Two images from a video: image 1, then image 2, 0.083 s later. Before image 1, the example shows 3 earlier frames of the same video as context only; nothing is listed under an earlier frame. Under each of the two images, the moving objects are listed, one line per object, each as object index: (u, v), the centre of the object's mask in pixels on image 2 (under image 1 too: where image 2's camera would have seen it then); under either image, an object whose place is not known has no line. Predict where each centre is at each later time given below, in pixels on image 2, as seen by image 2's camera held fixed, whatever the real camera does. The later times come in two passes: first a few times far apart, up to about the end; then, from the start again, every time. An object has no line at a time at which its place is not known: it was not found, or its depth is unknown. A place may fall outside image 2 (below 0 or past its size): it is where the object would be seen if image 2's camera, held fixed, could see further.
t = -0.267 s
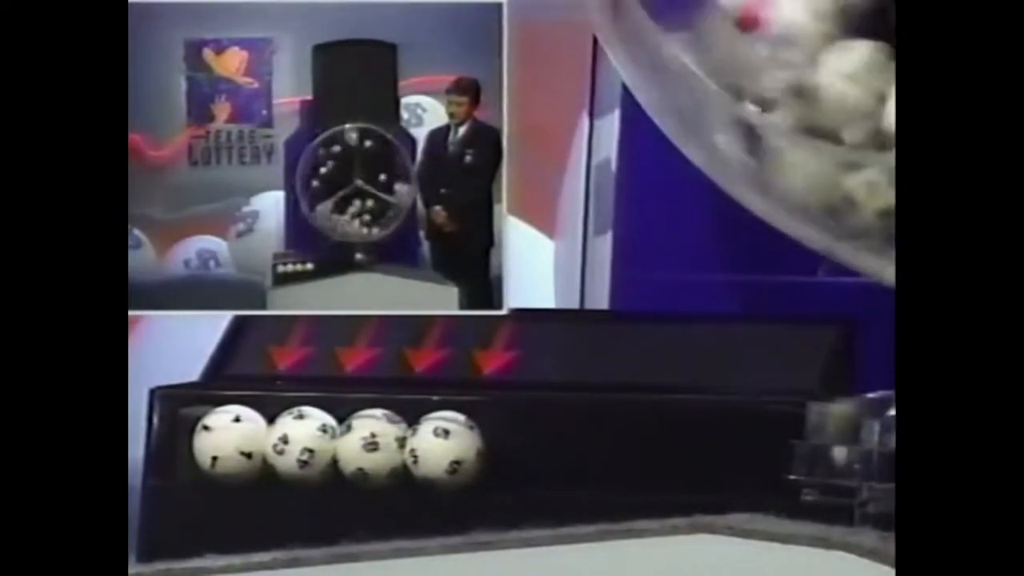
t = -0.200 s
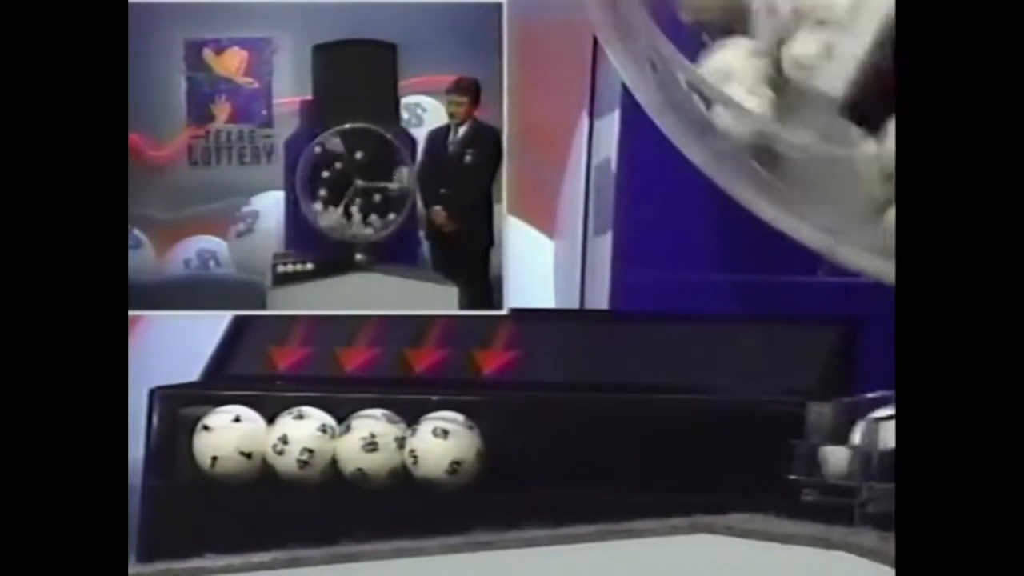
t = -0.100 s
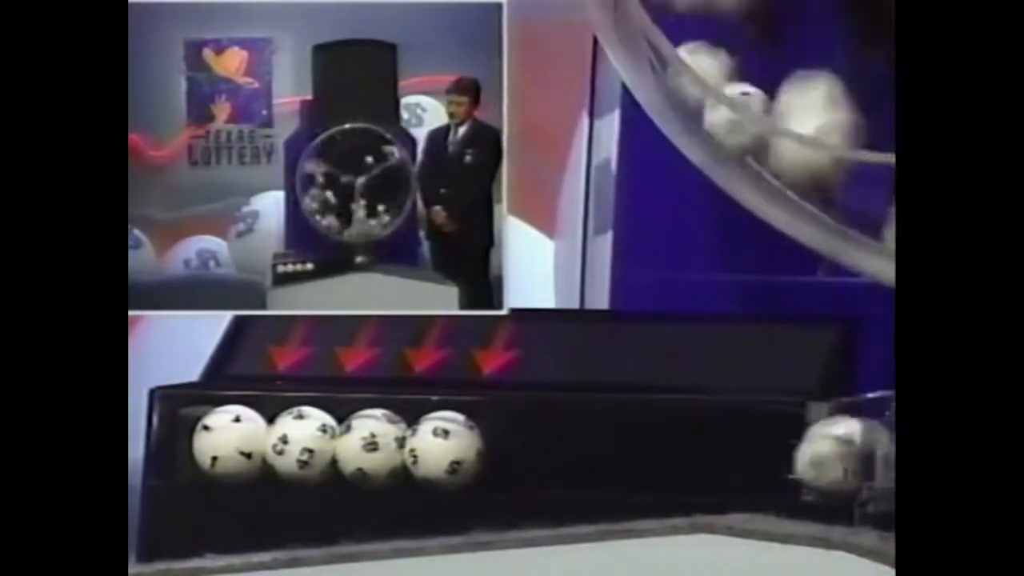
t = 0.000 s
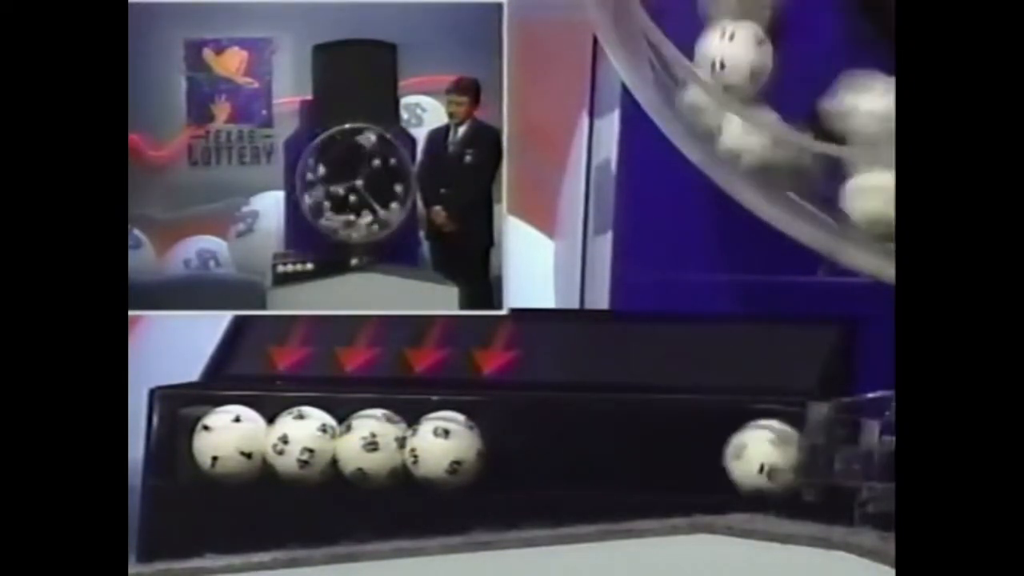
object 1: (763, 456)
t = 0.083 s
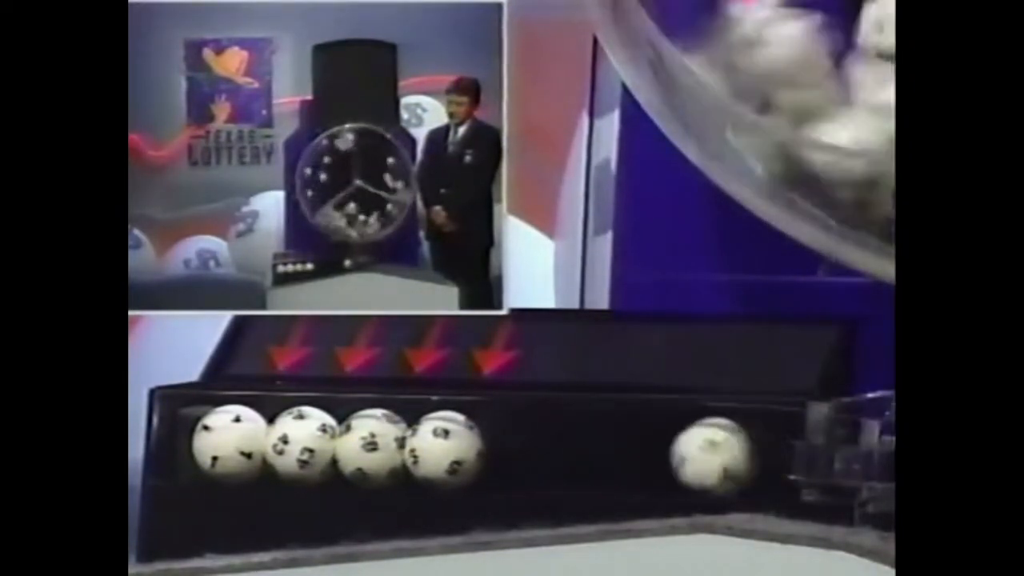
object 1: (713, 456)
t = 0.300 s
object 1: (572, 451)
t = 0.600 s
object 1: (516, 450)
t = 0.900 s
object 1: (514, 450)
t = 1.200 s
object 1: (514, 451)
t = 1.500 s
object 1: (513, 450)
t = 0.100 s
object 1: (702, 456)
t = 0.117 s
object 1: (692, 456)
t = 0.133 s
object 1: (682, 455)
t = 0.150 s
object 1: (671, 455)
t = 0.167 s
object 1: (660, 453)
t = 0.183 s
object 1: (649, 454)
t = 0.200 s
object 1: (638, 453)
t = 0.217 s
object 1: (627, 453)
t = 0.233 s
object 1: (616, 453)
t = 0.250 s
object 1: (605, 452)
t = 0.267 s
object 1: (594, 452)
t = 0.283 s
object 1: (583, 452)
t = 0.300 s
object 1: (572, 451)
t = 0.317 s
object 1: (561, 452)
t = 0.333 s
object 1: (548, 451)
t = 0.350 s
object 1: (536, 451)
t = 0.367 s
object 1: (525, 450)
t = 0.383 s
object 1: (515, 451)
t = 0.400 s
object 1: (514, 449)
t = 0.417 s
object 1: (515, 450)
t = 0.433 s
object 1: (515, 449)
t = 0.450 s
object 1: (515, 449)
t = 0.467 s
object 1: (515, 449)
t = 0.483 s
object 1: (515, 449)
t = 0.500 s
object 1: (516, 450)
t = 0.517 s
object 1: (516, 450)
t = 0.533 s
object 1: (516, 450)
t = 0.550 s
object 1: (516, 450)
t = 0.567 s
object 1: (516, 450)
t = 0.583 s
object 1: (516, 450)
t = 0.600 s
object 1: (516, 450)
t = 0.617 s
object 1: (515, 450)
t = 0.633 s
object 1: (514, 450)
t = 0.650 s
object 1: (514, 450)
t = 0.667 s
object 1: (514, 449)
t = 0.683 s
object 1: (514, 450)
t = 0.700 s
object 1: (514, 450)
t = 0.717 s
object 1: (514, 450)
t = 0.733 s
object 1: (514, 450)
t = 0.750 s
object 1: (514, 450)
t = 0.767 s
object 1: (514, 450)
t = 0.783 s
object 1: (514, 450)
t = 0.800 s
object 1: (514, 450)
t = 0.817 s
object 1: (514, 450)
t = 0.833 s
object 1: (514, 450)
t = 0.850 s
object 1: (514, 450)
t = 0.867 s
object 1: (514, 451)
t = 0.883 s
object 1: (514, 450)
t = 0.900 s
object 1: (514, 450)
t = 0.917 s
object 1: (514, 450)
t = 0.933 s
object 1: (514, 450)
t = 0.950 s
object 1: (514, 451)
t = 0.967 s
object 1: (514, 450)
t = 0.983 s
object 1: (514, 451)
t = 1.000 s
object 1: (514, 450)
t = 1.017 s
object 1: (514, 450)
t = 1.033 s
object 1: (514, 451)
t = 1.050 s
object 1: (514, 450)
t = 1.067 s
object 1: (514, 450)
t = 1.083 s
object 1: (514, 451)
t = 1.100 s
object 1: (514, 450)
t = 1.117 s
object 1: (514, 450)
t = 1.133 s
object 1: (514, 451)
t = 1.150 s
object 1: (514, 450)
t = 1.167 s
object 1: (514, 451)
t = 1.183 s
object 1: (514, 450)
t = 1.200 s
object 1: (514, 451)
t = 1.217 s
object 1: (514, 450)
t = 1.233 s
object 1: (514, 451)
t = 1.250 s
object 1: (514, 451)
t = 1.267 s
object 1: (514, 450)
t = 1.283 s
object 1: (514, 450)
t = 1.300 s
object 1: (514, 450)
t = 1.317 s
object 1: (514, 451)
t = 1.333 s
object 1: (514, 451)
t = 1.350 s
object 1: (514, 450)
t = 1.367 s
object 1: (514, 450)
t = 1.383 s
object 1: (514, 451)
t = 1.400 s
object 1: (514, 450)
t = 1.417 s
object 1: (514, 450)
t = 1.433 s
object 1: (514, 451)
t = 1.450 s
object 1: (513, 450)
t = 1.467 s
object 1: (514, 451)
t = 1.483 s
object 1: (513, 450)
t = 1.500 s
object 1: (513, 450)
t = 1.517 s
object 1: (514, 450)
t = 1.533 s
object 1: (514, 451)
